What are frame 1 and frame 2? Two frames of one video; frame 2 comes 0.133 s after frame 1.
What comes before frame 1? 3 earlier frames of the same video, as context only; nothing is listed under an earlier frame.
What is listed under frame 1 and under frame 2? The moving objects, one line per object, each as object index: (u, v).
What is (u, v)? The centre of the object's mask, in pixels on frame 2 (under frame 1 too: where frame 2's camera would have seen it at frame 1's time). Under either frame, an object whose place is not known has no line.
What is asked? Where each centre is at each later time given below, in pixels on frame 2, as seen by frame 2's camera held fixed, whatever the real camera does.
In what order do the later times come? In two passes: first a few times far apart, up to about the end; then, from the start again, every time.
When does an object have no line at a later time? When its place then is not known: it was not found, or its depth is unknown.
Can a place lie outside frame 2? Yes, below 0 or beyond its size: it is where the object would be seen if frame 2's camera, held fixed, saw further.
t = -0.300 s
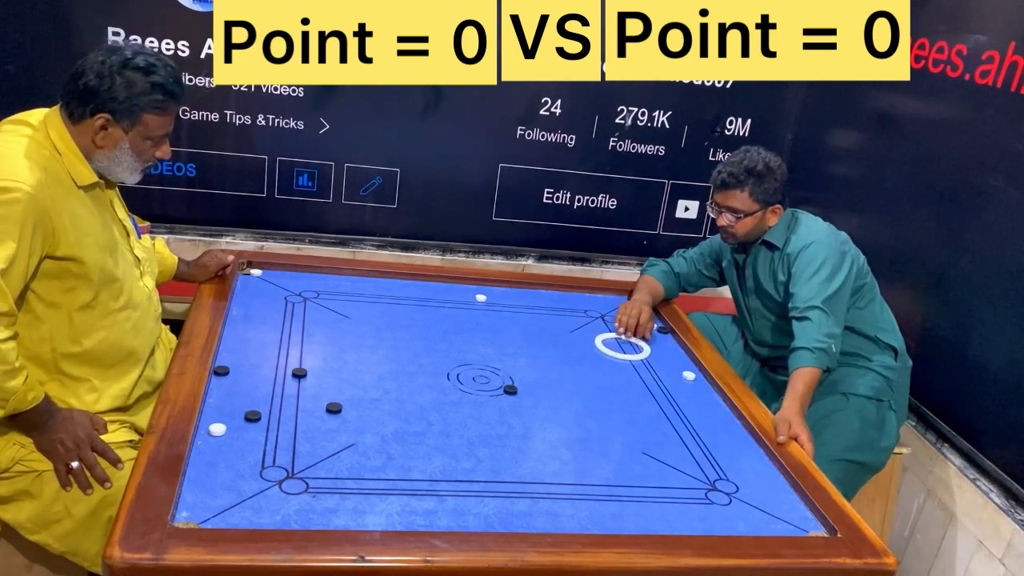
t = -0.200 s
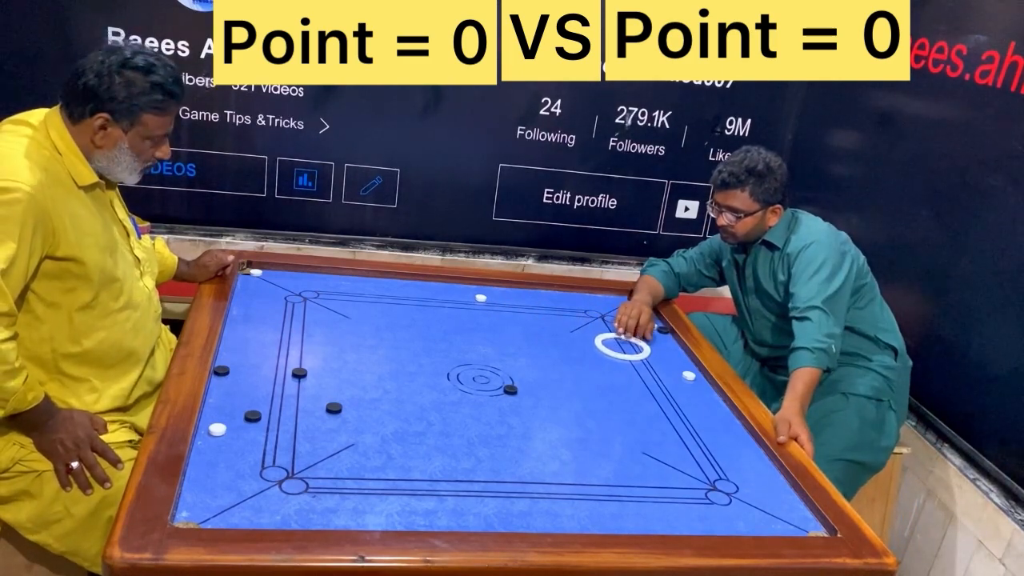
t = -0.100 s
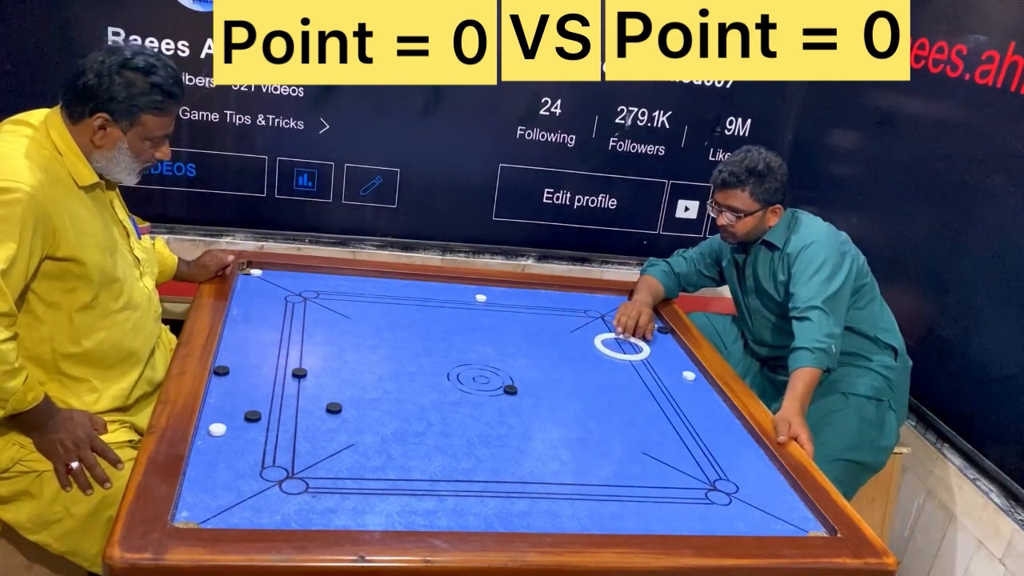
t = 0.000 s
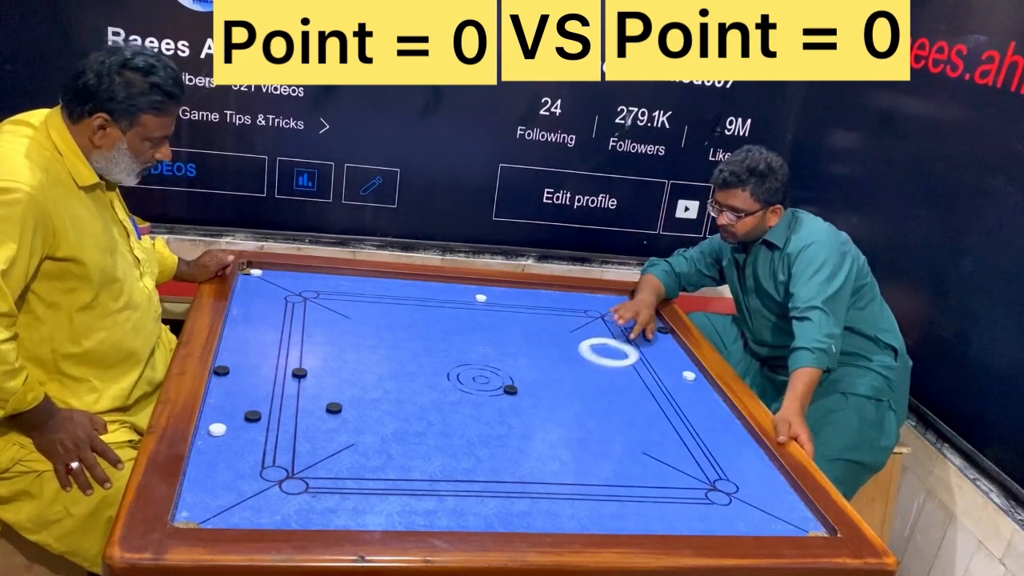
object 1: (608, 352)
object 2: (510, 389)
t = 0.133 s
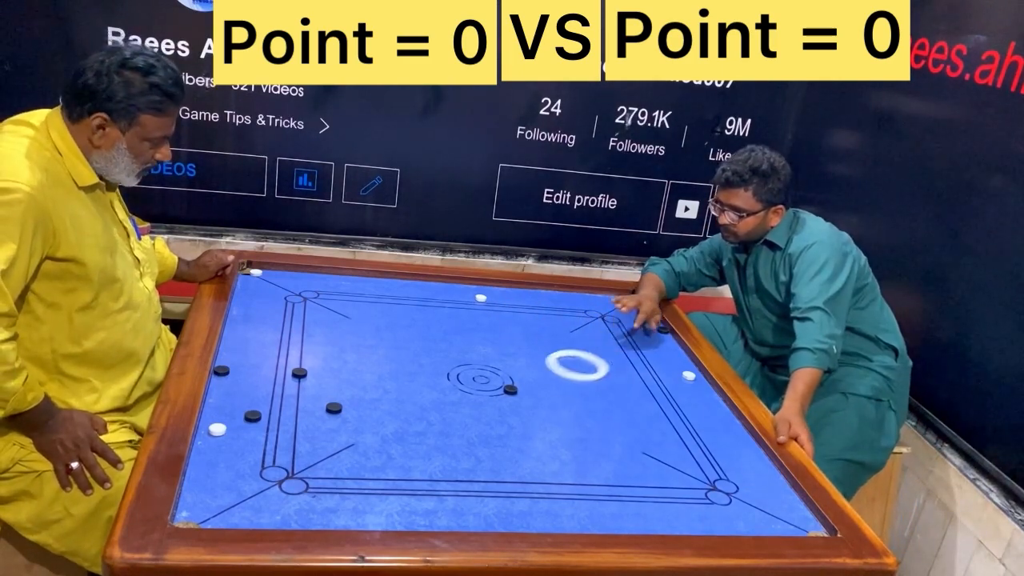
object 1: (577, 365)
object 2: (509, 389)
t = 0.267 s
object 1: (543, 379)
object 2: (509, 389)
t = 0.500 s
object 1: (491, 402)
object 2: (441, 413)
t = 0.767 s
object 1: (426, 430)
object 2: (345, 445)
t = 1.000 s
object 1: (363, 457)
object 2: (252, 474)
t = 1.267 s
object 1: (286, 489)
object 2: (217, 507)
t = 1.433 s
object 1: (246, 504)
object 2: (198, 523)
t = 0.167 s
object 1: (569, 369)
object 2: (510, 389)
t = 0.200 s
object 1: (560, 372)
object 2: (509, 389)
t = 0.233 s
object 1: (552, 376)
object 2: (509, 389)
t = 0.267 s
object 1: (543, 379)
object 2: (509, 389)
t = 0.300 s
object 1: (535, 383)
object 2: (504, 391)
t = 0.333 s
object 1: (528, 386)
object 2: (494, 394)
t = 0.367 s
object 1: (521, 389)
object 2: (484, 398)
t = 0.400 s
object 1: (513, 392)
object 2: (473, 401)
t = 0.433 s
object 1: (506, 395)
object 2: (462, 405)
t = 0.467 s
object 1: (498, 399)
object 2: (452, 409)
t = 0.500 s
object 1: (491, 402)
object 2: (441, 413)
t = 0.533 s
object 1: (483, 405)
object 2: (429, 417)
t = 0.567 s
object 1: (475, 409)
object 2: (418, 421)
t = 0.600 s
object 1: (467, 412)
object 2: (406, 425)
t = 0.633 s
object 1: (459, 416)
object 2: (394, 429)
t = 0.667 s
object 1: (451, 419)
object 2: (382, 433)
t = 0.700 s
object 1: (443, 423)
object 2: (370, 437)
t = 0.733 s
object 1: (435, 427)
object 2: (357, 441)
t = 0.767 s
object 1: (426, 430)
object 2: (345, 445)
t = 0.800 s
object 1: (417, 434)
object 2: (333, 448)
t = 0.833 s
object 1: (409, 438)
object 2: (320, 453)
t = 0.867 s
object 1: (400, 442)
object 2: (306, 457)
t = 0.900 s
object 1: (391, 445)
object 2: (293, 461)
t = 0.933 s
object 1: (382, 449)
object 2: (281, 465)
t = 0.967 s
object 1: (373, 453)
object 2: (266, 470)
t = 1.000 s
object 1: (363, 457)
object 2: (252, 474)
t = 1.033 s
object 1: (354, 461)
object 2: (238, 479)
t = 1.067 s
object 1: (345, 465)
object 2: (225, 482)
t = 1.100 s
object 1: (335, 468)
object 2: (211, 487)
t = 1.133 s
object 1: (325, 473)
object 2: (197, 491)
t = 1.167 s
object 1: (315, 477)
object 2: (191, 495)
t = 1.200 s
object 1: (306, 481)
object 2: (199, 499)
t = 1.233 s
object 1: (296, 485)
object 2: (208, 503)
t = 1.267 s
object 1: (286, 489)
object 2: (217, 507)
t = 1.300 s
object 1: (276, 493)
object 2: (225, 510)
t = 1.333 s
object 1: (267, 496)
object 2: (220, 517)
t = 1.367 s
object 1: (260, 500)
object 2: (215, 522)
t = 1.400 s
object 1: (253, 502)
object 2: (208, 523)
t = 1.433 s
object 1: (246, 504)
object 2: (198, 523)
